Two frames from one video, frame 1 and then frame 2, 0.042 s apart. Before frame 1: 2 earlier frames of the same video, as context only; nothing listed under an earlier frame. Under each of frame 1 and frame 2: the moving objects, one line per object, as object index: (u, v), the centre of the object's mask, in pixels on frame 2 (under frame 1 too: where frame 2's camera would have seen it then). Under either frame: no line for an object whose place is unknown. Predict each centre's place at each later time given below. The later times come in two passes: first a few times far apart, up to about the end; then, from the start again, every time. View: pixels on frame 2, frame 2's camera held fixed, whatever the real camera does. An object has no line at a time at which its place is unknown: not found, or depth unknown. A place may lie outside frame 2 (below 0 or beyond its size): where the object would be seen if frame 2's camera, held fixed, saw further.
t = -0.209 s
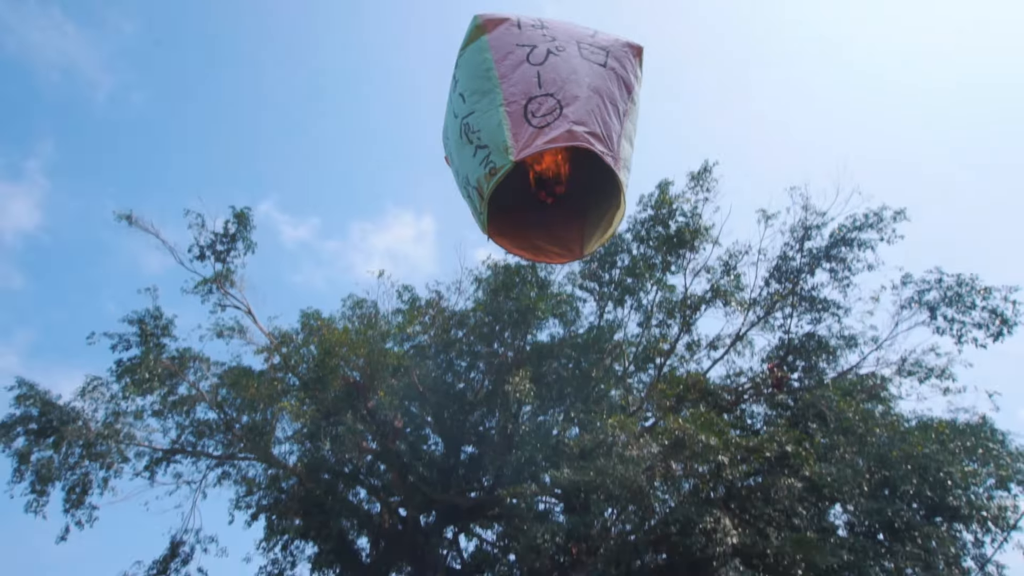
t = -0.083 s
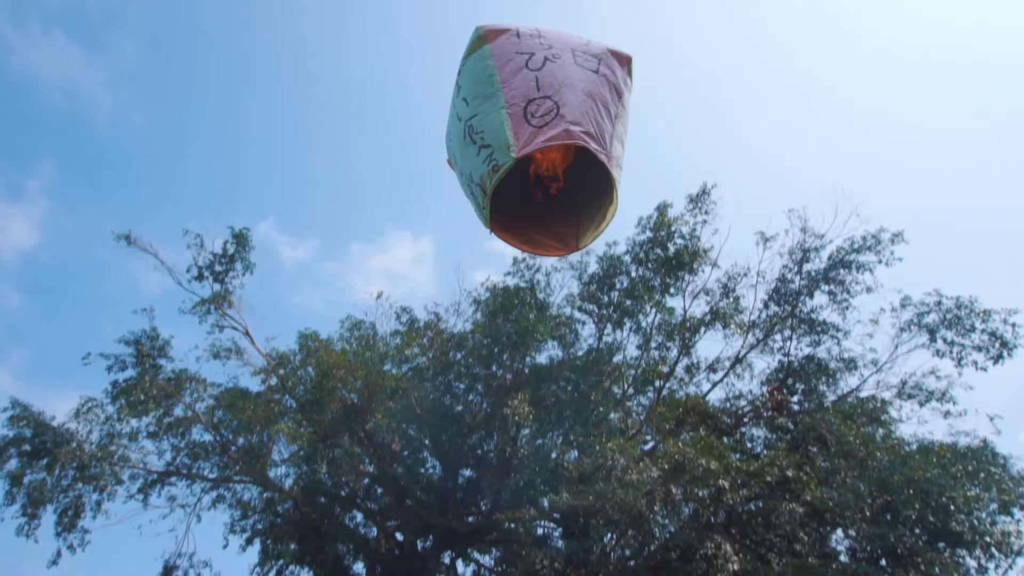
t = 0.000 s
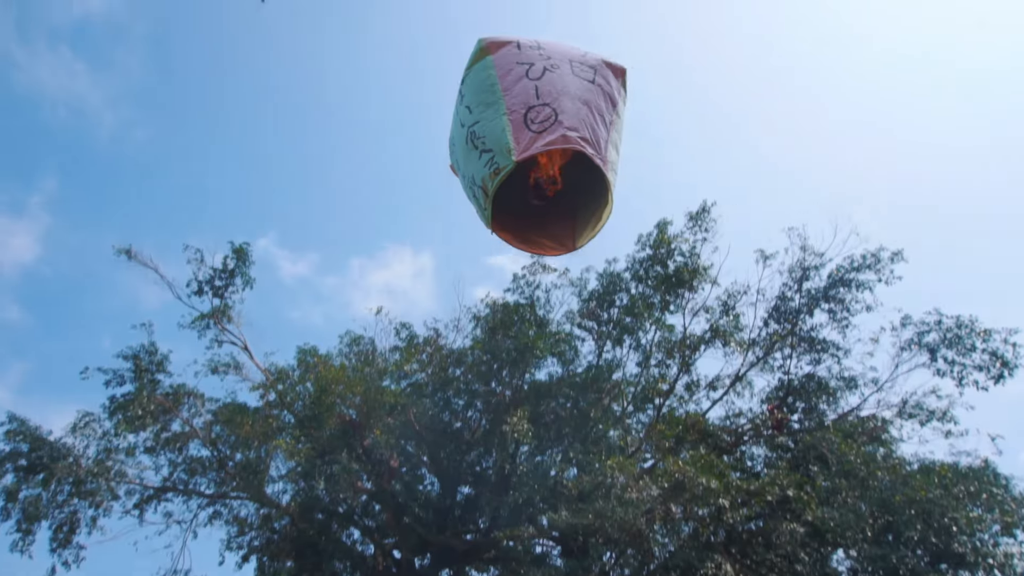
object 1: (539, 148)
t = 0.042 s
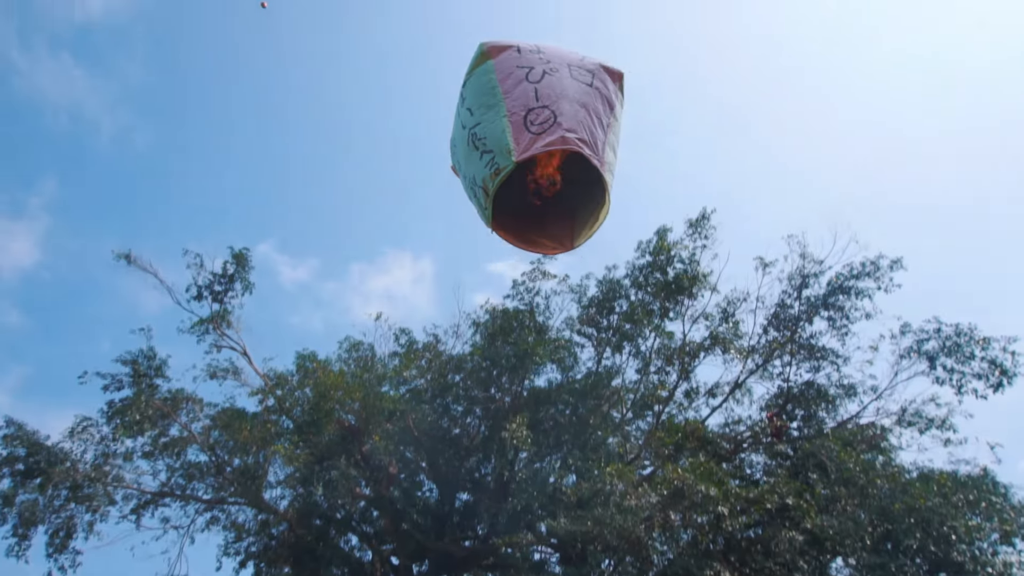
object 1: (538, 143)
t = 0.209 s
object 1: (533, 127)
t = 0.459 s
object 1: (526, 111)
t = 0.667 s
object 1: (522, 103)
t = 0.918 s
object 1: (519, 93)
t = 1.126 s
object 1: (519, 84)
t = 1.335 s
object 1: (521, 74)
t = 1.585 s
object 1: (523, 63)
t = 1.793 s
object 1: (526, 54)
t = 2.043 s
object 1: (528, 44)
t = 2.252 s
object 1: (528, 38)
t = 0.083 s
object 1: (537, 138)
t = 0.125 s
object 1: (536, 134)
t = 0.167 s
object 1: (535, 130)
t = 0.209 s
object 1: (533, 127)
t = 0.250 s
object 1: (532, 124)
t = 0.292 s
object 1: (531, 121)
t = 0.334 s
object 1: (529, 118)
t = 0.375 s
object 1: (529, 115)
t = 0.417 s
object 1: (528, 113)
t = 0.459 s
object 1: (526, 111)
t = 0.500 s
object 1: (526, 109)
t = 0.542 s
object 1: (525, 107)
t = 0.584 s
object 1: (523, 105)
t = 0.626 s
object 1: (523, 104)
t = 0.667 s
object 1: (522, 103)
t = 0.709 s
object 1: (521, 100)
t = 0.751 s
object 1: (521, 99)
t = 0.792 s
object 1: (520, 97)
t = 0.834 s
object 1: (519, 96)
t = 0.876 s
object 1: (519, 95)
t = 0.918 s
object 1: (519, 93)
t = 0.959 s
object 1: (518, 91)
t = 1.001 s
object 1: (518, 90)
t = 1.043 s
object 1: (518, 88)
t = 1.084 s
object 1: (519, 86)
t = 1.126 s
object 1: (519, 84)
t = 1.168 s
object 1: (519, 82)
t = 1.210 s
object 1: (519, 80)
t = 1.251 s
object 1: (520, 78)
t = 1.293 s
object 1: (520, 76)
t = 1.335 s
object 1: (521, 74)
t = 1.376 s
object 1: (521, 72)
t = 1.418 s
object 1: (522, 70)
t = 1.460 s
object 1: (522, 68)
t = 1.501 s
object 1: (523, 67)
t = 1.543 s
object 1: (523, 64)
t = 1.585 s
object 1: (523, 63)
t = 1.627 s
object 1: (524, 61)
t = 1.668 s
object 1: (524, 59)
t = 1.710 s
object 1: (525, 57)
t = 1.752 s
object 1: (525, 56)
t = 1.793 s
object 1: (526, 54)
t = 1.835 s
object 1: (526, 52)
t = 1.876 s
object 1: (526, 50)
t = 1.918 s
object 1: (527, 49)
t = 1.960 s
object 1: (527, 47)
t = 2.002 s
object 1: (527, 45)
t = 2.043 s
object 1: (528, 44)
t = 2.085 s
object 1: (528, 42)
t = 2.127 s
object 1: (528, 41)
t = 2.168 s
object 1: (528, 40)
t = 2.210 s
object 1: (528, 39)
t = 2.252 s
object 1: (528, 38)
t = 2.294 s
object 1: (528, 37)
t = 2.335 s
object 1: (527, 37)
